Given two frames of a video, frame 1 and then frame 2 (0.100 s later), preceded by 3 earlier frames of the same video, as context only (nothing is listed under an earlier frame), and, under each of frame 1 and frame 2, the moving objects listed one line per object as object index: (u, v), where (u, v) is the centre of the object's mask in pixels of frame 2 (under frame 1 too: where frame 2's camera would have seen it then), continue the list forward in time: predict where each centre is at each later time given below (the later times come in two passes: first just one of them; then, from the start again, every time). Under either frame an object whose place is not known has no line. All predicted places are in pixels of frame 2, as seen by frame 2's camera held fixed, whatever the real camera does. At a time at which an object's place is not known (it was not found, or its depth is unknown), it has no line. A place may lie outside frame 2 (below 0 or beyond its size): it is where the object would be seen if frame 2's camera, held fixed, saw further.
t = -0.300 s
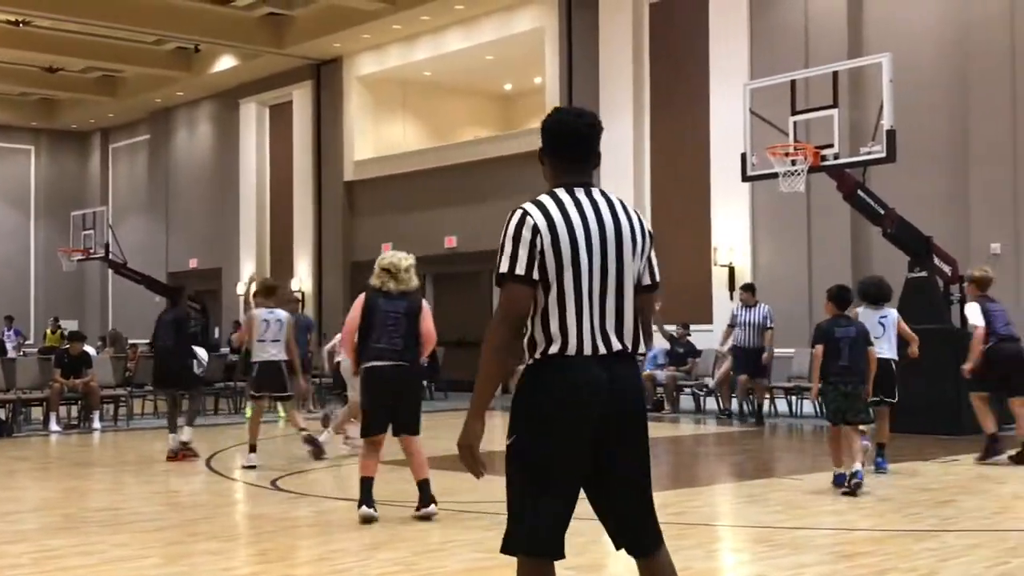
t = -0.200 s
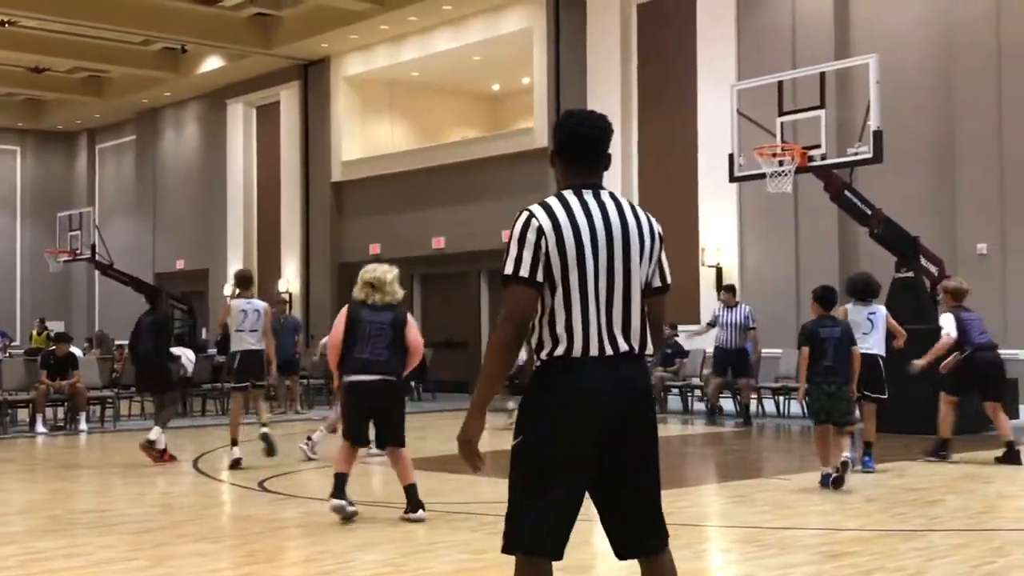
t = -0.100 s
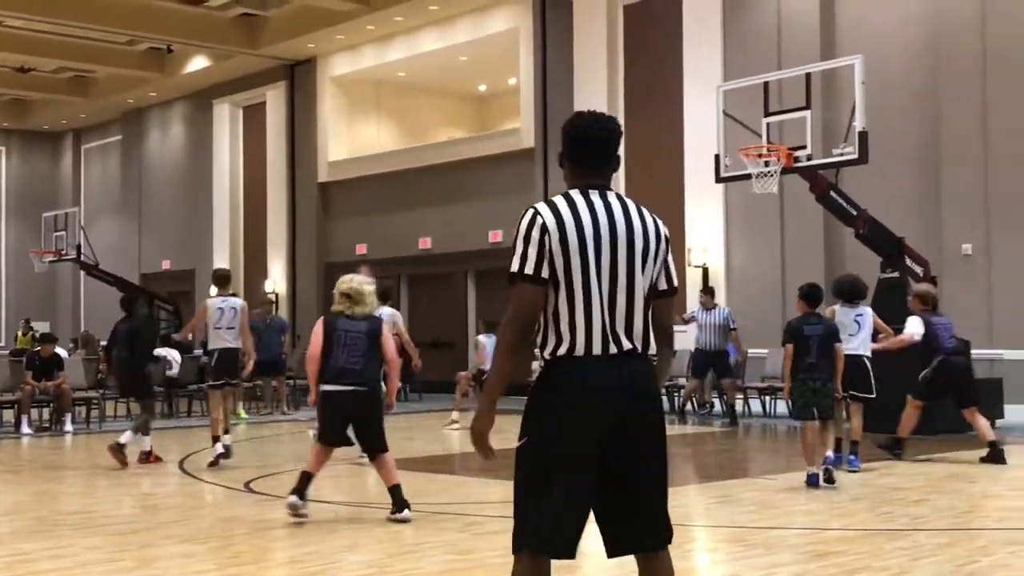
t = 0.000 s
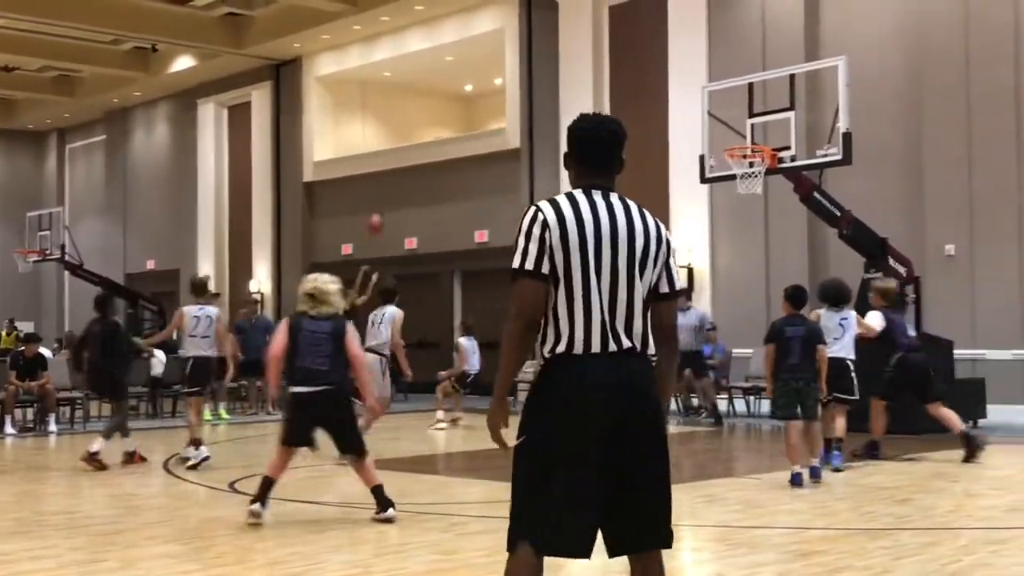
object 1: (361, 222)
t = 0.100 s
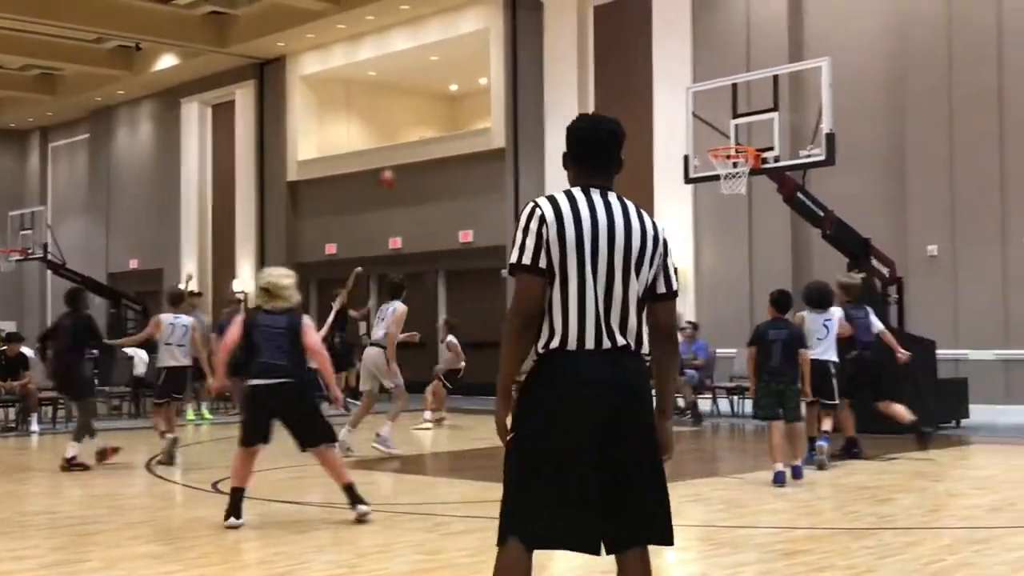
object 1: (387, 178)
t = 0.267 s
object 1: (430, 120)
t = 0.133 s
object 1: (394, 166)
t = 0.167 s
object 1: (403, 154)
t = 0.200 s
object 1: (412, 141)
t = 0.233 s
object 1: (421, 130)
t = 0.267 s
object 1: (430, 120)
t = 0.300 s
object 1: (439, 109)
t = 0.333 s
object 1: (449, 101)
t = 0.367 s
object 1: (459, 93)
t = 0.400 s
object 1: (468, 85)
